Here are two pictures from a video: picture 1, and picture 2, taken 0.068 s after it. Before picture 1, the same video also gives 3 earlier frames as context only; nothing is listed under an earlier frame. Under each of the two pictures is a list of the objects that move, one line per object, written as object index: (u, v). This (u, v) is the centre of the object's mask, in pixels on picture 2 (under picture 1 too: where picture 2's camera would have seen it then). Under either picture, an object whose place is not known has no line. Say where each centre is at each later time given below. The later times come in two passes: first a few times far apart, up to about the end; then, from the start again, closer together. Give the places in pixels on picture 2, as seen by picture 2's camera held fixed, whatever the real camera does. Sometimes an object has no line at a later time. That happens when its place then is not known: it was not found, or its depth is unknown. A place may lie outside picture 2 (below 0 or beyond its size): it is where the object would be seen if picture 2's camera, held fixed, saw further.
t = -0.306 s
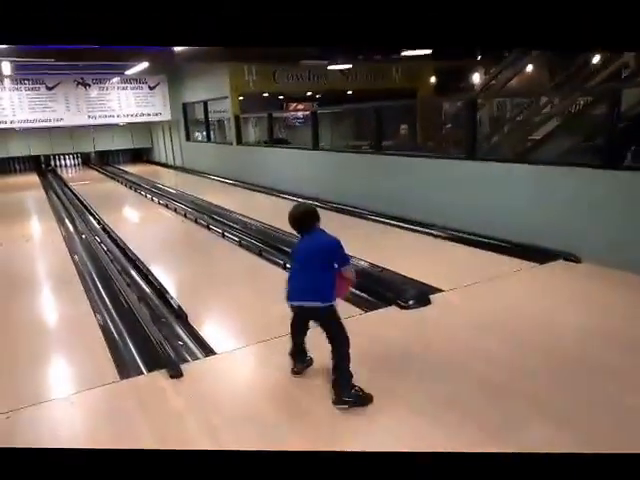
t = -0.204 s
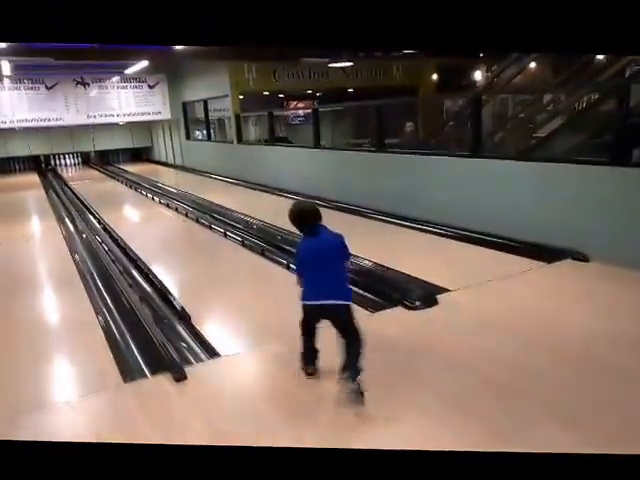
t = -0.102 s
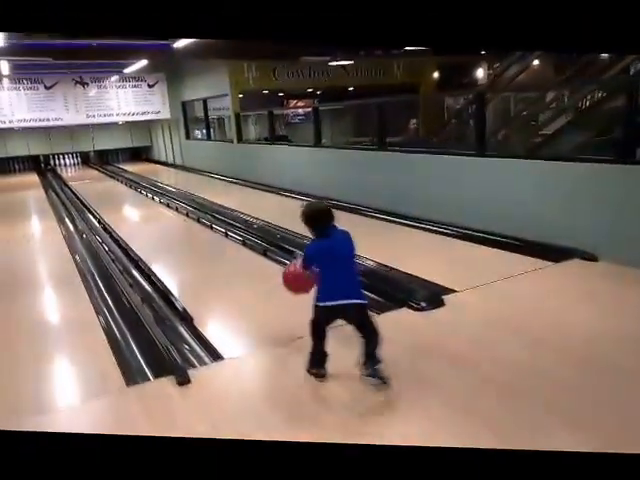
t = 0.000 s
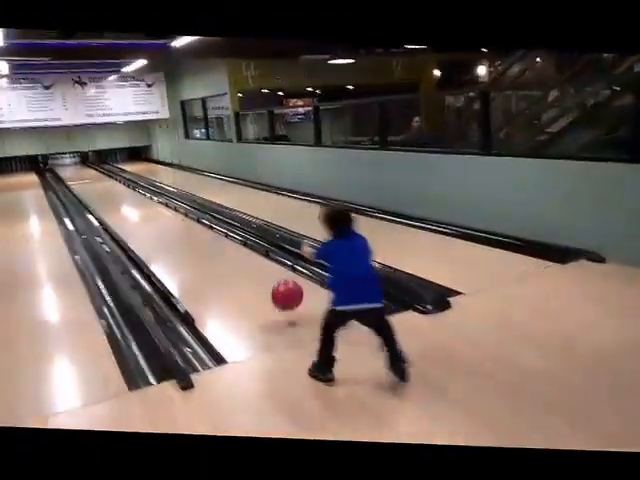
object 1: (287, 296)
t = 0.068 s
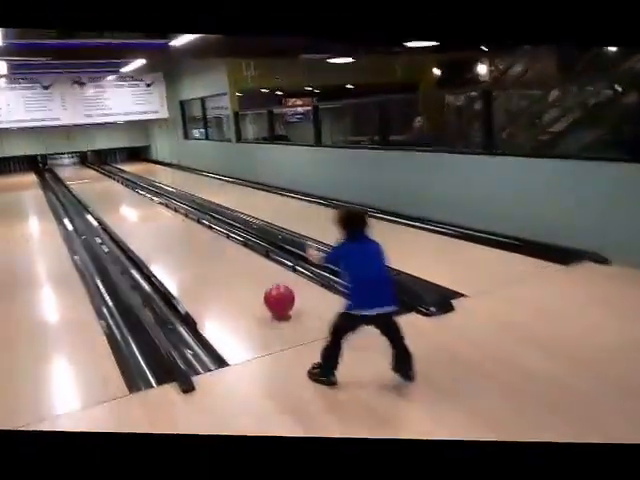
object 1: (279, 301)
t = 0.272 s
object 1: (259, 285)
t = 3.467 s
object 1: (157, 199)
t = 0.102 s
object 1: (276, 297)
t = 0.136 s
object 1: (272, 294)
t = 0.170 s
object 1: (268, 293)
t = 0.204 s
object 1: (265, 290)
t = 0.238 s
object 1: (262, 288)
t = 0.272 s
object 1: (259, 285)
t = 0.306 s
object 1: (257, 283)
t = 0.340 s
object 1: (254, 281)
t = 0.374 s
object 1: (252, 279)
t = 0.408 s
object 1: (250, 277)
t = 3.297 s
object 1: (163, 201)
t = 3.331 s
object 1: (161, 201)
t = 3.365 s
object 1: (161, 201)
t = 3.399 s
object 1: (159, 200)
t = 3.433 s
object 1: (159, 200)
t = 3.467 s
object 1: (157, 199)
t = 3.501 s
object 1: (156, 199)
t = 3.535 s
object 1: (155, 198)
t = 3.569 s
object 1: (156, 198)
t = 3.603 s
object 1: (155, 198)
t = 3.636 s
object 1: (156, 198)
